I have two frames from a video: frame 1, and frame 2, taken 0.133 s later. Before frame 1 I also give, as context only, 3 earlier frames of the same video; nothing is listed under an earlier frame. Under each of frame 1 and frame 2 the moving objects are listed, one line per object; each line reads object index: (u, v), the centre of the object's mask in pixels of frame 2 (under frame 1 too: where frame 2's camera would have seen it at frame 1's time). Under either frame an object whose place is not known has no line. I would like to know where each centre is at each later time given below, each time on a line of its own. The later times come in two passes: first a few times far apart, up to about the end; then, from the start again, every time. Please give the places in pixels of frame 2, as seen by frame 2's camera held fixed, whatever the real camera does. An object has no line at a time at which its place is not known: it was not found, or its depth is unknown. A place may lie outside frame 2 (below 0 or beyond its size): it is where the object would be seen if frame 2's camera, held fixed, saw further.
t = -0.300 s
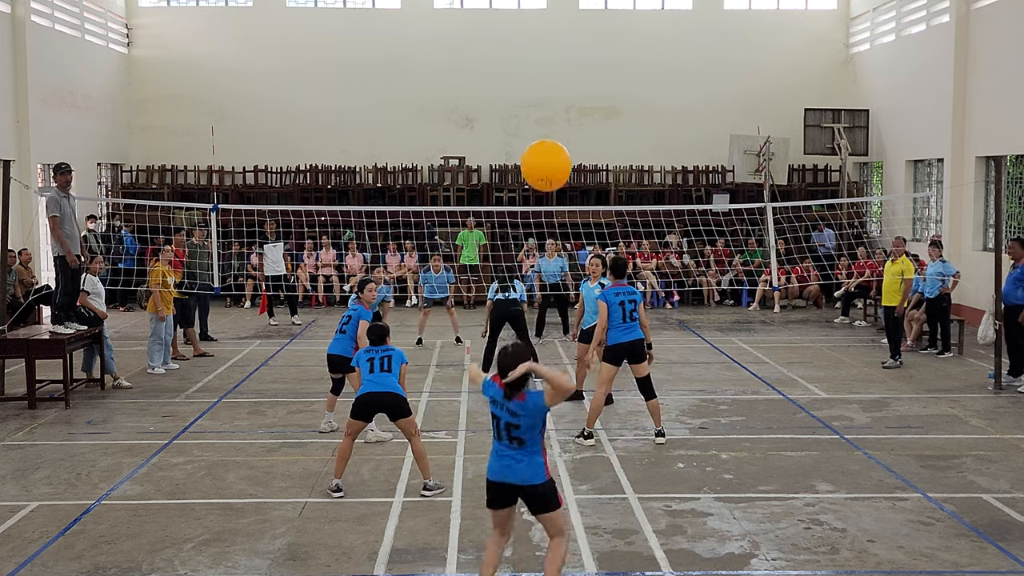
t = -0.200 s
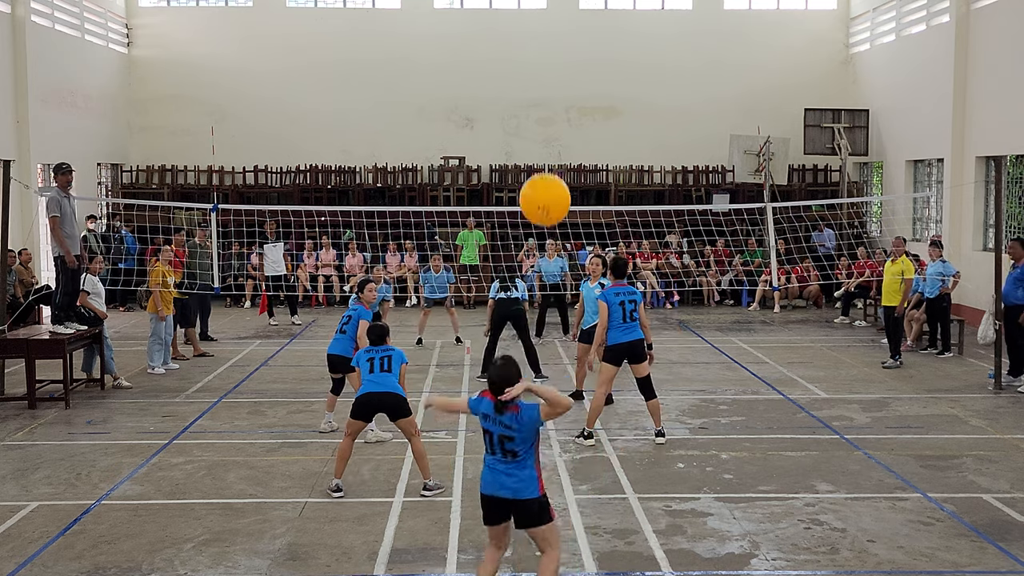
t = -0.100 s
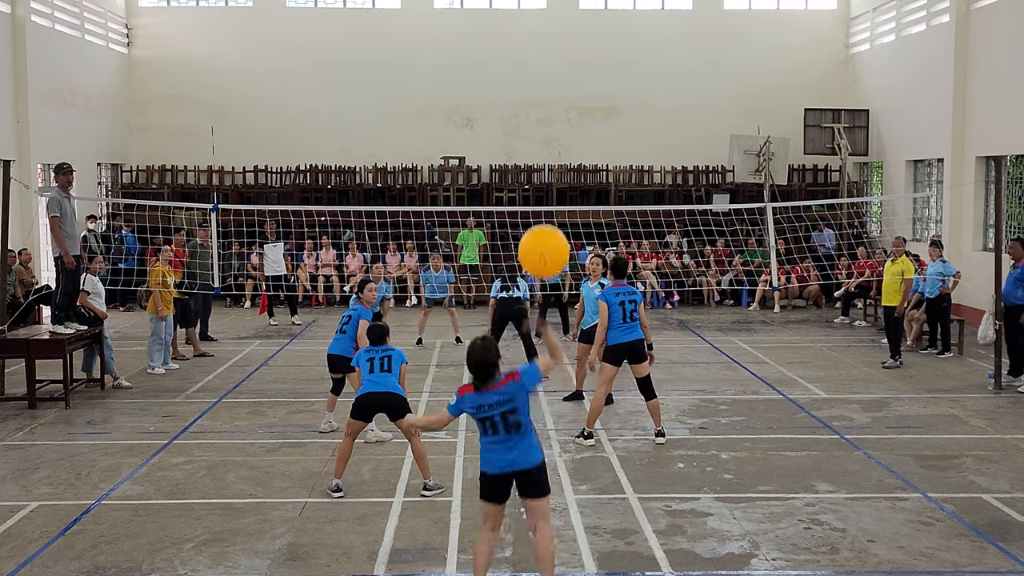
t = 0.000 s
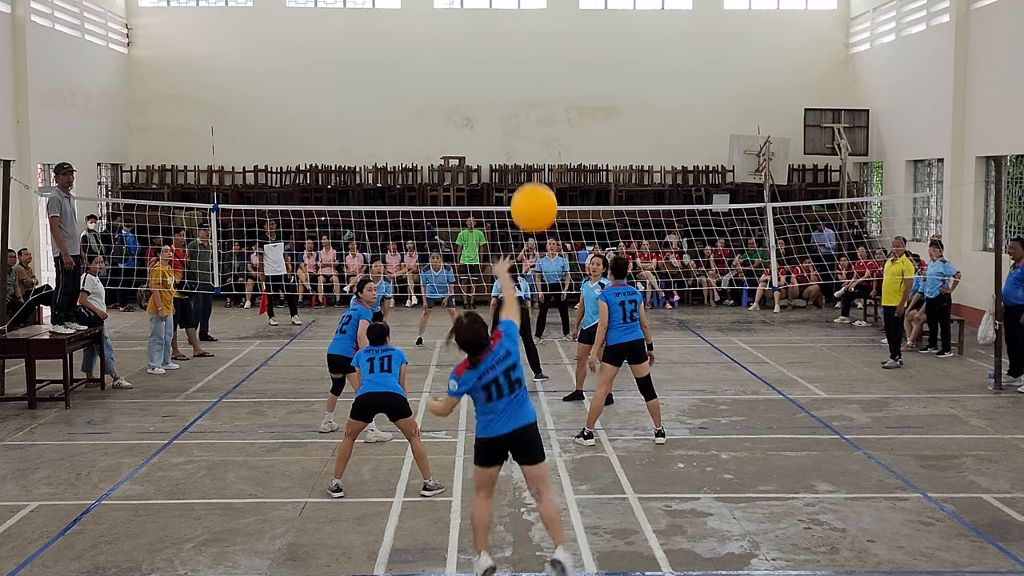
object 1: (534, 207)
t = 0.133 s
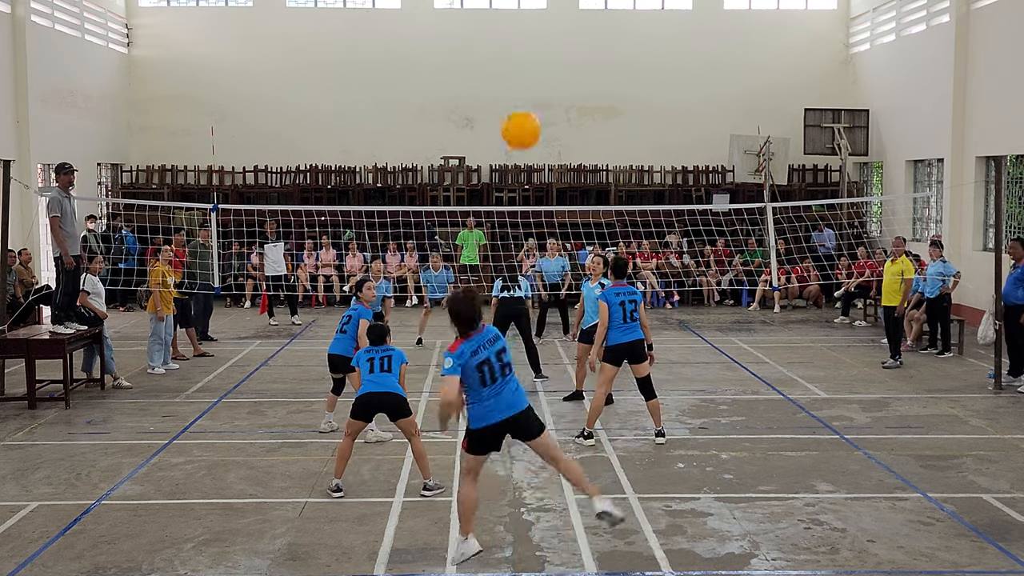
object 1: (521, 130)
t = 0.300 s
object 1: (517, 84)
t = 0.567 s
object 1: (522, 82)
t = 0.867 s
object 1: (539, 143)
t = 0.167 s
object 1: (519, 117)
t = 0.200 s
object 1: (517, 106)
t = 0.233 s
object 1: (517, 97)
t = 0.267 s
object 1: (517, 90)
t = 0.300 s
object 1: (517, 84)
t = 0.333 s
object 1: (517, 80)
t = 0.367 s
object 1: (517, 77)
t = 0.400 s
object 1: (517, 75)
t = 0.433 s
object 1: (518, 74)
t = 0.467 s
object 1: (518, 74)
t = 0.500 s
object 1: (520, 76)
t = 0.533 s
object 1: (521, 78)
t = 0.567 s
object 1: (522, 82)
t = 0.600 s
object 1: (524, 86)
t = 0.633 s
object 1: (525, 91)
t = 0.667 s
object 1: (527, 97)
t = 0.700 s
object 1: (529, 103)
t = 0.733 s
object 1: (531, 110)
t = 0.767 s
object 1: (533, 118)
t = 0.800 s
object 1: (535, 126)
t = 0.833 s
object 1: (537, 134)
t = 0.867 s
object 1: (539, 143)
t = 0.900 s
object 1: (541, 153)
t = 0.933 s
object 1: (544, 164)
